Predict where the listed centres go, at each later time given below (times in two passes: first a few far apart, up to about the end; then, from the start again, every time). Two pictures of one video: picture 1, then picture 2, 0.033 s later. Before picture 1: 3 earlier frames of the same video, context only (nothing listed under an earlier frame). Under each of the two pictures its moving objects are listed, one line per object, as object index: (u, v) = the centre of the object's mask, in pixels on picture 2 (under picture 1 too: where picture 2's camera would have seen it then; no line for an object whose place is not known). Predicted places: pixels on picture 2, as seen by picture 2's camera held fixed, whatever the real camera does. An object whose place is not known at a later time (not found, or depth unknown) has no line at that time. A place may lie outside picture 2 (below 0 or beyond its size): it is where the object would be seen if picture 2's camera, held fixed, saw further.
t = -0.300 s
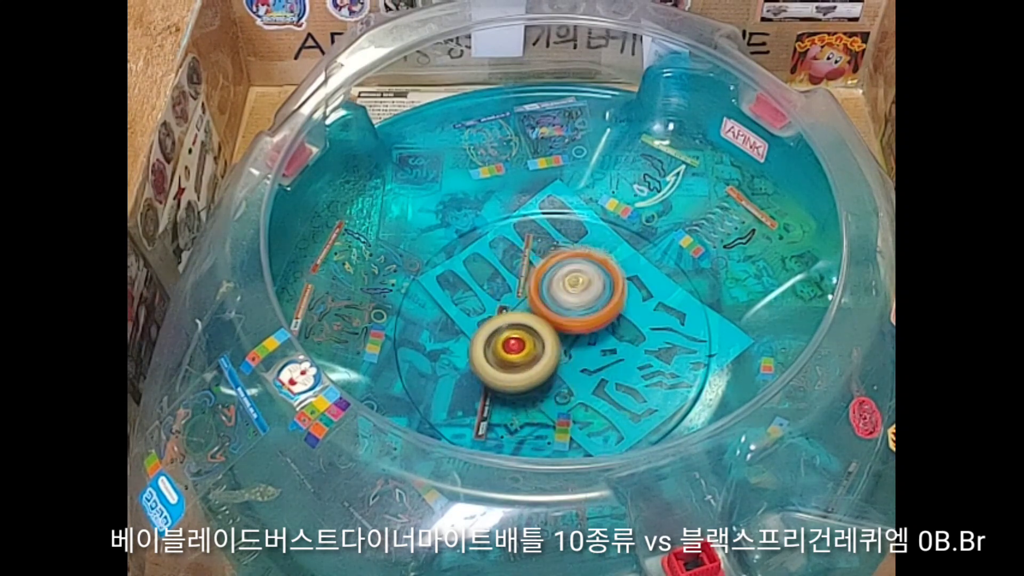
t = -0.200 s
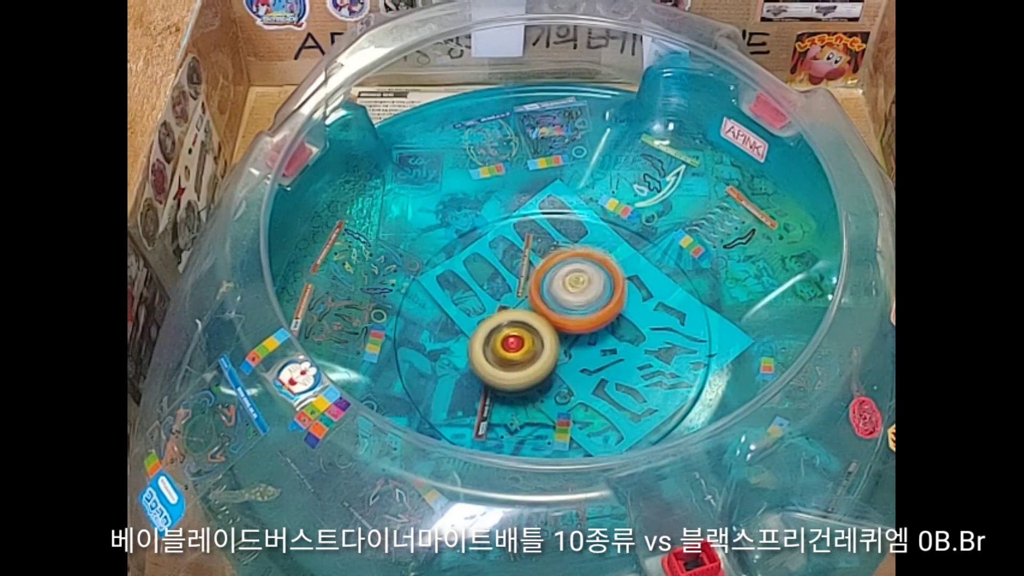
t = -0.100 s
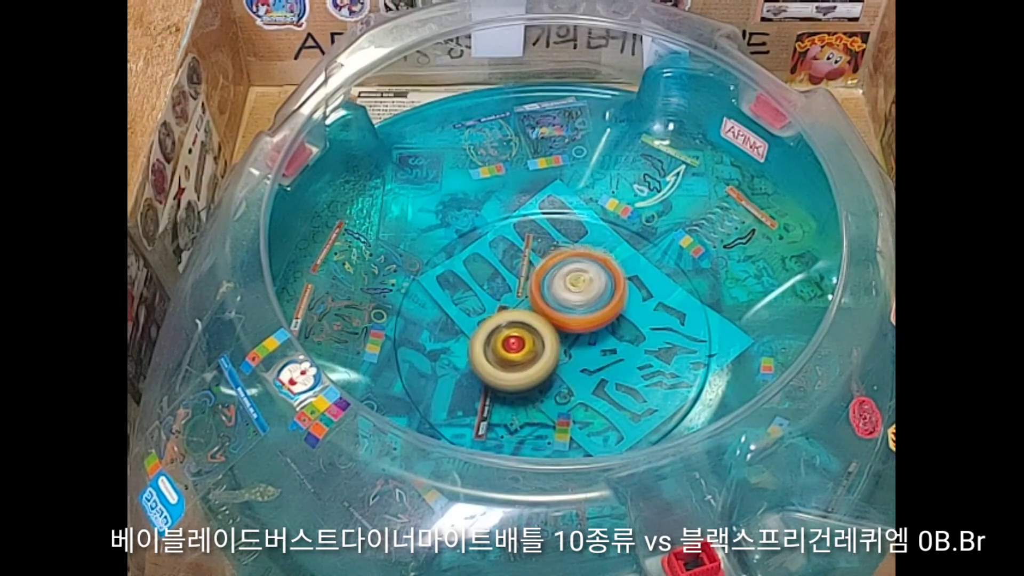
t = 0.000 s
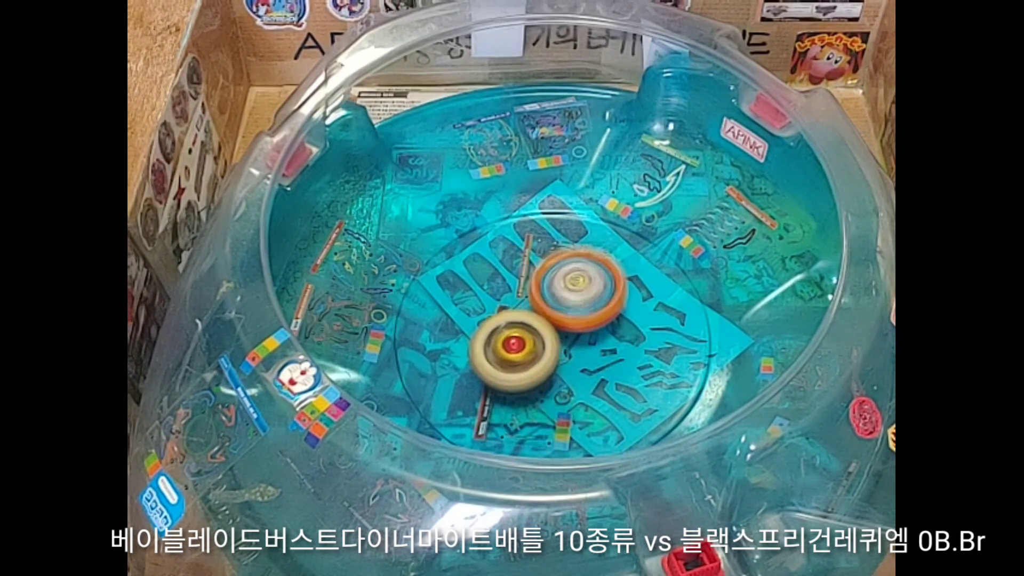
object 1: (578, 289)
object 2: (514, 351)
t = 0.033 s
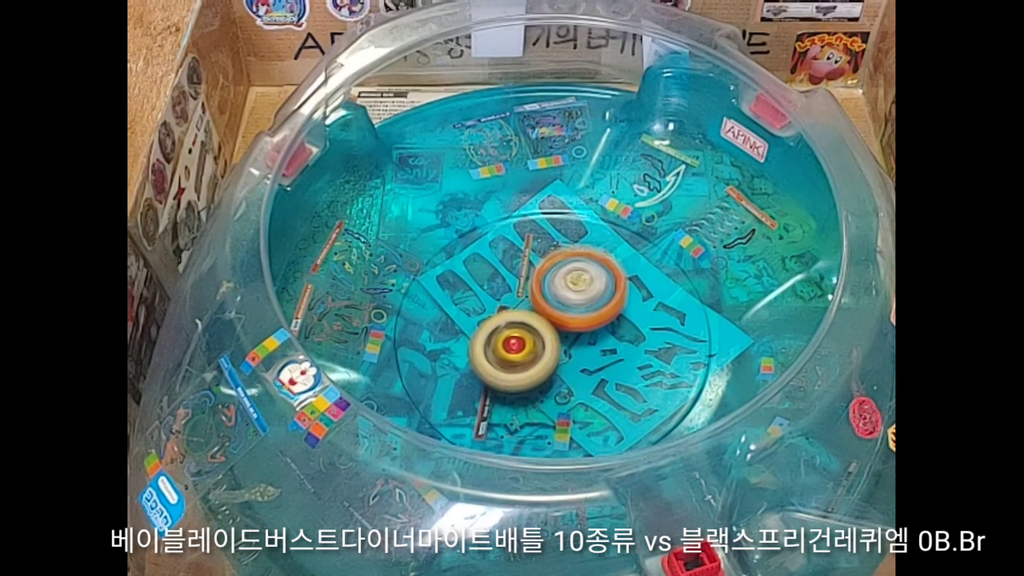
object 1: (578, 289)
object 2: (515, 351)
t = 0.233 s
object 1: (577, 288)
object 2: (515, 351)
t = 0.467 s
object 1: (567, 287)
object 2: (517, 353)
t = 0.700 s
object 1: (556, 283)
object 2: (518, 354)
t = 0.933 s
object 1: (550, 279)
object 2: (521, 352)
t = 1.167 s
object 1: (549, 271)
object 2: (522, 348)
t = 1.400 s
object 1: (550, 270)
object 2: (517, 343)
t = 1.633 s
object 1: (555, 272)
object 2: (525, 345)
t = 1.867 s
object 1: (562, 273)
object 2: (523, 347)
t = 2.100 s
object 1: (565, 278)
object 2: (518, 354)
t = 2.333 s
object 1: (569, 287)
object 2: (519, 353)
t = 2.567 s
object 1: (569, 295)
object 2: (511, 356)
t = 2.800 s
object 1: (569, 300)
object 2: (498, 360)
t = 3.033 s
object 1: (569, 301)
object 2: (497, 364)
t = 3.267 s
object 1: (570, 299)
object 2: (502, 357)
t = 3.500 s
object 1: (569, 297)
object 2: (500, 353)
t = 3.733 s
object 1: (570, 293)
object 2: (503, 353)
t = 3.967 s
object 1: (579, 284)
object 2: (490, 367)
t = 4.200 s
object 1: (577, 279)
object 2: (511, 351)
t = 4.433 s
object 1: (577, 276)
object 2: (527, 342)
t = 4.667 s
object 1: (575, 279)
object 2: (520, 352)
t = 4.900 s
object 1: (573, 280)
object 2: (518, 349)
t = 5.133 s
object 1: (566, 284)
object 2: (514, 361)
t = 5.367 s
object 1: (557, 284)
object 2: (509, 355)
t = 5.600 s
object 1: (550, 285)
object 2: (505, 353)
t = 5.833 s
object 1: (545, 283)
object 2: (510, 353)
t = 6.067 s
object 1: (544, 282)
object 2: (506, 367)
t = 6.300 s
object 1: (546, 281)
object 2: (505, 362)
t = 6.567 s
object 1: (549, 284)
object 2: (518, 357)
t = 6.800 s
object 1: (553, 287)
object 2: (523, 359)
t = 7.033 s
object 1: (555, 287)
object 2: (518, 359)
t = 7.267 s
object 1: (557, 289)
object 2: (521, 359)
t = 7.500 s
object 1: (561, 291)
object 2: (521, 360)
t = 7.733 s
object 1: (561, 292)
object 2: (521, 367)
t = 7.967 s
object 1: (562, 293)
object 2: (517, 365)
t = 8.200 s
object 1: (561, 294)
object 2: (515, 362)
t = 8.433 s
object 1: (562, 294)
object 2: (518, 365)
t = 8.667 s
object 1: (561, 293)
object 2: (515, 362)
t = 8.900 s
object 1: (561, 293)
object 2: (515, 360)
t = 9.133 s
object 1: (560, 293)
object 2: (512, 360)
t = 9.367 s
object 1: (559, 295)
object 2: (507, 359)
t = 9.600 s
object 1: (559, 296)
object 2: (504, 359)
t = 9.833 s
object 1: (559, 298)
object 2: (505, 361)
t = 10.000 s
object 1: (562, 296)
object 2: (506, 369)
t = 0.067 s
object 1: (578, 289)
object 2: (515, 351)
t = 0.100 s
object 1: (577, 289)
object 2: (515, 351)
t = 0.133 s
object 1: (578, 288)
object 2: (515, 351)
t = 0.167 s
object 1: (577, 289)
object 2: (515, 351)
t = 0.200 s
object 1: (577, 288)
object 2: (515, 351)
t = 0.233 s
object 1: (577, 288)
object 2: (515, 351)
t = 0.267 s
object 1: (576, 289)
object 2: (515, 351)
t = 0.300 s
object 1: (577, 288)
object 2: (516, 351)
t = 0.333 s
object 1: (575, 288)
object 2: (516, 351)
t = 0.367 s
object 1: (572, 287)
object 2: (516, 351)
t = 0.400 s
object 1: (570, 287)
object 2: (516, 351)
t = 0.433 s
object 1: (568, 287)
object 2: (516, 352)
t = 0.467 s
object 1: (567, 287)
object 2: (517, 353)
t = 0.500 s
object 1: (566, 286)
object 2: (518, 353)
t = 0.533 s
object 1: (564, 286)
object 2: (517, 354)
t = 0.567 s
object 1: (562, 285)
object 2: (517, 353)
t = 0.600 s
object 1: (561, 285)
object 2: (517, 353)
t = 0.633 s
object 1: (560, 284)
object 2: (517, 353)
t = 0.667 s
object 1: (559, 283)
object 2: (517, 354)
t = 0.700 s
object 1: (556, 283)
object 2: (518, 354)
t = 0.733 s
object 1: (555, 283)
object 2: (518, 354)
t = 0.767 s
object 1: (555, 282)
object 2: (519, 354)
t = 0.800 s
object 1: (553, 282)
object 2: (519, 354)
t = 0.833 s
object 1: (552, 281)
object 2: (519, 354)
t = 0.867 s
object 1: (551, 280)
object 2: (520, 354)
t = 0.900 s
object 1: (550, 280)
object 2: (520, 352)
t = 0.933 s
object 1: (550, 279)
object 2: (521, 352)
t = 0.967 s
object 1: (550, 277)
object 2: (522, 352)
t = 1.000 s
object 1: (550, 277)
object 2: (523, 351)
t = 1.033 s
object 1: (549, 275)
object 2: (523, 350)
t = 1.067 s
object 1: (550, 275)
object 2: (523, 348)
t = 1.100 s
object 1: (550, 273)
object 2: (521, 348)
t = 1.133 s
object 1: (549, 271)
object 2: (522, 349)
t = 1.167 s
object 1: (549, 271)
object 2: (522, 348)
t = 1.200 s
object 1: (549, 271)
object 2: (521, 347)
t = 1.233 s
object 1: (549, 270)
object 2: (520, 346)
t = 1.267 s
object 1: (549, 270)
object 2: (519, 345)
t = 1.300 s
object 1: (549, 270)
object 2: (518, 345)
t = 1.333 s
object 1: (549, 270)
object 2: (517, 344)
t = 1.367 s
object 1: (550, 270)
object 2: (517, 344)
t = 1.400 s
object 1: (550, 270)
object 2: (517, 343)
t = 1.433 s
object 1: (551, 272)
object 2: (518, 344)
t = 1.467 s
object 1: (551, 272)
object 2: (519, 344)
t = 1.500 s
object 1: (552, 272)
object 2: (521, 344)
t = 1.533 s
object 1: (553, 272)
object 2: (523, 345)
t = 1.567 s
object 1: (555, 272)
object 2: (524, 345)
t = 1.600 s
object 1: (555, 272)
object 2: (524, 345)
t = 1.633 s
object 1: (555, 272)
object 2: (525, 345)
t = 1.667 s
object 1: (556, 272)
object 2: (525, 345)
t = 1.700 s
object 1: (557, 272)
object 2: (526, 345)
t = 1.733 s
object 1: (560, 271)
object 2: (524, 349)
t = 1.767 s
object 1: (560, 272)
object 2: (522, 349)
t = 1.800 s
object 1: (561, 272)
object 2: (521, 349)
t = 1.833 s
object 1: (562, 273)
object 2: (521, 348)
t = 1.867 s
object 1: (562, 273)
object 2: (523, 347)
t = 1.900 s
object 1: (563, 274)
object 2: (525, 346)
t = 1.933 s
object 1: (563, 274)
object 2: (526, 346)
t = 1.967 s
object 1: (563, 274)
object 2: (524, 351)
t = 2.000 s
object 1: (563, 275)
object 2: (521, 353)
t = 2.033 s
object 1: (564, 276)
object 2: (519, 354)
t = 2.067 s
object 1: (564, 277)
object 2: (518, 355)
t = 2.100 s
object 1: (565, 278)
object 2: (518, 354)
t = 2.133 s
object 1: (567, 281)
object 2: (518, 353)
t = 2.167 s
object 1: (568, 282)
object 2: (519, 351)
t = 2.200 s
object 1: (568, 282)
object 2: (519, 349)
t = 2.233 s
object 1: (569, 283)
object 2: (518, 349)
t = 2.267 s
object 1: (569, 284)
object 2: (518, 349)
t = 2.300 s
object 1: (569, 286)
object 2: (517, 352)
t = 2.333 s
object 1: (569, 287)
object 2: (519, 353)
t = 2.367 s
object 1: (569, 288)
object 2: (519, 354)
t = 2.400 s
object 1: (569, 289)
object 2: (519, 354)
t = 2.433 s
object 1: (570, 290)
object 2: (518, 355)
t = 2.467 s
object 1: (570, 292)
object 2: (517, 356)
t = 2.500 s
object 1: (570, 292)
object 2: (515, 357)
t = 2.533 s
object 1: (570, 294)
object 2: (513, 357)
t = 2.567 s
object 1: (569, 295)
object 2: (511, 356)
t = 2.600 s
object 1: (570, 296)
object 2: (511, 356)
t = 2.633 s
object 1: (569, 297)
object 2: (510, 356)
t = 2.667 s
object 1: (570, 297)
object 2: (507, 359)
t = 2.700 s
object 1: (570, 298)
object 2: (501, 360)
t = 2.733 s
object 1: (570, 299)
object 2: (498, 360)
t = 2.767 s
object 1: (569, 299)
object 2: (497, 360)
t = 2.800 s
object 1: (569, 300)
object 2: (498, 360)
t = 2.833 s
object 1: (568, 300)
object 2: (501, 359)
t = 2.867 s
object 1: (569, 300)
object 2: (504, 357)
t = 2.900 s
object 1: (569, 300)
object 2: (505, 358)
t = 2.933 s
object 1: (571, 300)
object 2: (501, 362)
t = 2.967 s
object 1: (570, 300)
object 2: (498, 364)
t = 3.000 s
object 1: (570, 300)
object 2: (497, 365)
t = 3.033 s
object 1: (569, 301)
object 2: (497, 364)
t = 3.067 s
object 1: (569, 301)
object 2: (499, 362)
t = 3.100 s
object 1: (568, 301)
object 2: (502, 360)
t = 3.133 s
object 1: (569, 301)
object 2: (503, 357)
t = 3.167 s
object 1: (572, 299)
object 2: (501, 359)
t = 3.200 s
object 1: (571, 300)
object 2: (500, 360)
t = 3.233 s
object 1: (570, 299)
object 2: (501, 359)
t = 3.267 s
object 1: (570, 299)
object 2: (502, 357)
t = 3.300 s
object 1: (569, 300)
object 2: (503, 354)
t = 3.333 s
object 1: (569, 298)
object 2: (501, 353)
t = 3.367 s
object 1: (571, 296)
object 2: (500, 355)
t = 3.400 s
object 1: (570, 297)
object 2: (502, 356)
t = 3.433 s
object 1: (570, 296)
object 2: (501, 356)
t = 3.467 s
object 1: (570, 296)
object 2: (501, 355)
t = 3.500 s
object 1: (569, 297)
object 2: (500, 353)
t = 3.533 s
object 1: (569, 296)
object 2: (499, 353)
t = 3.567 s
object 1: (569, 296)
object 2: (499, 352)
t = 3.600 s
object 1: (568, 296)
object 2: (499, 352)
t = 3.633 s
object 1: (569, 295)
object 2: (500, 351)
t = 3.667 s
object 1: (569, 297)
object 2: (502, 351)
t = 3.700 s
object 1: (568, 295)
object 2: (504, 352)
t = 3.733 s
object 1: (570, 293)
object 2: (503, 353)
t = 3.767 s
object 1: (570, 294)
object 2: (504, 353)
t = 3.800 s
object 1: (569, 293)
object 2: (505, 353)
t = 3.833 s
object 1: (571, 293)
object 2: (509, 352)
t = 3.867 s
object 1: (571, 292)
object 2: (513, 352)
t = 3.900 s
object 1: (575, 288)
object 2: (509, 358)
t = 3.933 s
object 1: (579, 285)
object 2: (498, 366)
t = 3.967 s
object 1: (579, 284)
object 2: (490, 367)
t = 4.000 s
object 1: (579, 282)
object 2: (487, 368)
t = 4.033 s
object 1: (578, 280)
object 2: (488, 368)
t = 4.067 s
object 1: (578, 280)
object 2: (489, 367)
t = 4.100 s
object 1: (578, 280)
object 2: (493, 365)
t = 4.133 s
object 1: (578, 280)
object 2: (499, 362)
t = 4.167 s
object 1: (577, 280)
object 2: (504, 357)
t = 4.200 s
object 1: (577, 279)
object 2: (511, 351)
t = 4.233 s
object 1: (577, 279)
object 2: (519, 344)
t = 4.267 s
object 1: (578, 277)
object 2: (525, 340)
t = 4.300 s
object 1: (579, 276)
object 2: (527, 342)
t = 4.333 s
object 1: (577, 274)
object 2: (527, 341)
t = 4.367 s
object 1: (578, 275)
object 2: (526, 341)
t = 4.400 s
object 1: (577, 275)
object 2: (526, 341)
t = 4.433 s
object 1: (577, 276)
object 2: (527, 342)
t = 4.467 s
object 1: (578, 277)
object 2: (526, 344)
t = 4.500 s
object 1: (578, 276)
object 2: (518, 351)
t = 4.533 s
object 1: (577, 276)
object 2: (518, 354)
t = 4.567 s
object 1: (577, 277)
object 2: (520, 353)
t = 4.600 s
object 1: (576, 277)
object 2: (521, 352)
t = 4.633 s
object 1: (575, 278)
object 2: (521, 352)
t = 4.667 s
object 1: (575, 279)
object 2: (520, 352)
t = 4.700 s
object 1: (574, 280)
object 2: (520, 351)
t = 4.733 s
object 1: (574, 280)
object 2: (519, 350)
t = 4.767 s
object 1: (573, 280)
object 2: (519, 349)
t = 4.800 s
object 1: (572, 279)
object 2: (519, 349)
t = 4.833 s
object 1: (572, 280)
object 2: (519, 348)
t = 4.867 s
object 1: (573, 279)
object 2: (518, 349)
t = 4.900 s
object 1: (573, 280)
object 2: (518, 349)
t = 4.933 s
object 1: (570, 281)
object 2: (518, 348)
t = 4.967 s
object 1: (569, 281)
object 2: (519, 348)
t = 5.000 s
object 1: (567, 283)
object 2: (519, 348)
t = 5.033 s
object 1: (566, 283)
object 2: (521, 351)
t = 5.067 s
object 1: (566, 283)
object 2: (523, 353)
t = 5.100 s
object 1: (567, 282)
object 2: (518, 358)
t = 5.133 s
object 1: (566, 284)
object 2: (514, 361)
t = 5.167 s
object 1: (564, 284)
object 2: (511, 362)
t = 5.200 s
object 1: (564, 283)
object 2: (512, 362)
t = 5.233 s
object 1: (562, 284)
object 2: (513, 361)
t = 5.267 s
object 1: (561, 284)
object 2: (513, 360)
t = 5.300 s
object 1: (561, 284)
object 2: (512, 357)
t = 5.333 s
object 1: (558, 285)
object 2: (510, 355)
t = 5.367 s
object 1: (557, 284)
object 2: (509, 355)
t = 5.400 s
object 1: (556, 285)
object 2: (509, 354)
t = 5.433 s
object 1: (555, 285)
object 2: (509, 353)
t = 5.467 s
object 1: (554, 284)
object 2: (508, 353)
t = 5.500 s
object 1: (553, 285)
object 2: (507, 353)
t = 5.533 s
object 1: (551, 285)
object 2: (507, 352)
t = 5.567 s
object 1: (551, 285)
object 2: (506, 352)
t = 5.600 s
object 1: (550, 285)
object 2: (505, 353)
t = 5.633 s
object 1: (550, 285)
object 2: (507, 354)
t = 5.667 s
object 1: (548, 285)
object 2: (506, 353)
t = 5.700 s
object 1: (548, 284)
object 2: (507, 355)
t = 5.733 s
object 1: (547, 284)
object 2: (509, 353)
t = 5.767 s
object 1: (546, 283)
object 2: (507, 355)
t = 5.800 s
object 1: (546, 283)
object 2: (510, 355)
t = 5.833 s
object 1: (545, 283)
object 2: (510, 353)
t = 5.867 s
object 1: (545, 282)
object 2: (510, 355)
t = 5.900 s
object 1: (544, 283)
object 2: (510, 354)
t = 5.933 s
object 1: (543, 282)
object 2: (510, 355)
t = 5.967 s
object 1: (543, 283)
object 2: (510, 357)
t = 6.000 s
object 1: (543, 282)
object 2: (508, 363)
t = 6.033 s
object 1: (542, 283)
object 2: (506, 366)
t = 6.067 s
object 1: (544, 282)
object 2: (506, 367)
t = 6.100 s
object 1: (545, 282)
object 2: (507, 365)
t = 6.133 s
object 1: (544, 280)
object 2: (505, 364)
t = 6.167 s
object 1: (546, 280)
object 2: (504, 364)
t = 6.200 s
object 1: (546, 280)
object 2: (504, 364)
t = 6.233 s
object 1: (546, 280)
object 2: (504, 364)
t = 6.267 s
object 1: (546, 281)
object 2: (504, 363)
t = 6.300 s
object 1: (546, 281)
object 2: (505, 362)
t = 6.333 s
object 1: (547, 282)
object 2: (506, 361)
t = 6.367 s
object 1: (547, 283)
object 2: (508, 359)
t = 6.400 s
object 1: (548, 283)
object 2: (511, 357)
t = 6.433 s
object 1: (548, 283)
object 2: (514, 355)
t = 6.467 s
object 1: (549, 283)
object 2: (515, 357)
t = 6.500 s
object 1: (548, 284)
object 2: (516, 356)
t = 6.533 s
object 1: (548, 284)
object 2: (516, 357)
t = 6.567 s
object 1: (549, 284)
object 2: (518, 357)
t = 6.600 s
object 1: (549, 285)
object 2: (519, 358)
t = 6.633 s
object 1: (550, 286)
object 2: (520, 359)
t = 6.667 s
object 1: (551, 286)
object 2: (523, 359)
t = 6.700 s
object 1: (552, 286)
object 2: (523, 359)
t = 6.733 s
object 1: (553, 287)
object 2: (525, 359)
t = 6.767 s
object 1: (553, 287)
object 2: (523, 359)
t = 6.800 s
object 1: (553, 287)
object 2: (523, 359)
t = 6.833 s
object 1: (554, 287)
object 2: (521, 359)
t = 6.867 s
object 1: (554, 288)
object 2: (520, 359)
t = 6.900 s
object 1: (554, 288)
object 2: (520, 359)
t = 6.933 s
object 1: (555, 287)
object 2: (519, 359)
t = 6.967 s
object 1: (555, 288)
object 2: (517, 359)
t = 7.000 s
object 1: (555, 288)
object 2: (517, 360)
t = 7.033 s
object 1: (555, 287)
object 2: (518, 359)
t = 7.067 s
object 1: (555, 288)
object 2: (517, 359)
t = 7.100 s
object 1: (555, 287)
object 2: (517, 359)
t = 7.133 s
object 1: (556, 287)
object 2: (518, 359)
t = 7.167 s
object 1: (557, 288)
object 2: (519, 361)
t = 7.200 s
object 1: (556, 289)
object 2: (519, 361)
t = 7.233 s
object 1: (557, 288)
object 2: (520, 361)
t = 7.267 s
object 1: (557, 289)
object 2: (521, 359)
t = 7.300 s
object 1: (557, 289)
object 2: (520, 360)
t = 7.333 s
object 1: (558, 290)
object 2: (521, 361)
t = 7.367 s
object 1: (558, 290)
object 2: (520, 361)
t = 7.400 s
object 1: (558, 290)
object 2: (522, 361)
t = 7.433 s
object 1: (559, 290)
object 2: (521, 360)
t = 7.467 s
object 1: (562, 290)
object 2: (520, 361)
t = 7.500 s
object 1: (561, 291)
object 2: (521, 360)
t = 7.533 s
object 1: (561, 290)
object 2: (522, 360)
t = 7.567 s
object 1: (562, 292)
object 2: (522, 362)
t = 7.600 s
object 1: (562, 291)
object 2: (524, 363)
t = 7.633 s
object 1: (562, 291)
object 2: (524, 363)
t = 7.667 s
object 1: (563, 292)
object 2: (523, 365)
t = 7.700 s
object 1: (562, 293)
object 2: (520, 367)
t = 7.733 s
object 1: (561, 292)
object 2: (521, 367)
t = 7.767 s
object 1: (562, 292)
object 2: (521, 365)
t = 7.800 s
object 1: (562, 293)
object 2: (520, 364)
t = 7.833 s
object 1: (561, 293)
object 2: (517, 363)
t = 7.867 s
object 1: (561, 293)
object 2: (516, 363)
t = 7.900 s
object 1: (561, 294)
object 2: (517, 362)
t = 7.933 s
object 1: (561, 293)
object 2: (515, 365)
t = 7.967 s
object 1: (562, 293)
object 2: (517, 365)
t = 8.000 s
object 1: (561, 294)
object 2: (517, 362)
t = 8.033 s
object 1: (561, 293)
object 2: (517, 362)
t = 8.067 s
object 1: (561, 294)
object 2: (517, 362)
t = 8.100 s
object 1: (561, 294)
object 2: (515, 362)
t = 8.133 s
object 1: (560, 293)
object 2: (516, 362)
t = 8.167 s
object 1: (561, 294)
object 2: (516, 362)
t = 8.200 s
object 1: (561, 294)
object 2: (515, 362)
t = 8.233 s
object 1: (560, 294)
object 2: (516, 362)
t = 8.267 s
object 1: (561, 294)
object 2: (517, 363)
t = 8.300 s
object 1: (560, 294)
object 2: (517, 362)
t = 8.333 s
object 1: (560, 294)
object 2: (517, 363)
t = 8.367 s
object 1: (562, 294)
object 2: (520, 362)
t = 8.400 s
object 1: (562, 294)
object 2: (520, 364)
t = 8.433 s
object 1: (562, 294)
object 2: (518, 365)
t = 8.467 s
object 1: (562, 294)
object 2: (520, 365)
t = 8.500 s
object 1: (561, 295)
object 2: (518, 366)
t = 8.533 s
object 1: (561, 294)
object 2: (518, 365)
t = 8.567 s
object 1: (562, 293)
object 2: (518, 363)
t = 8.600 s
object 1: (561, 294)
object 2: (515, 363)
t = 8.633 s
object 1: (560, 293)
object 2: (514, 363)
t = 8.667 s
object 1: (561, 293)
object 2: (515, 362)
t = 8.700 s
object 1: (560, 294)
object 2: (513, 362)
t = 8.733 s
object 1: (560, 293)
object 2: (513, 362)
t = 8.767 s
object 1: (561, 293)
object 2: (515, 360)
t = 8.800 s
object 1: (561, 293)
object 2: (514, 361)
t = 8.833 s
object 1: (561, 293)
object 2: (514, 361)
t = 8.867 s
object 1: (561, 292)
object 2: (515, 360)
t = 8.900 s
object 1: (561, 293)
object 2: (515, 360)
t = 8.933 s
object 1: (561, 293)
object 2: (516, 359)
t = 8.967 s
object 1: (560, 292)
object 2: (516, 360)
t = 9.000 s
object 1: (561, 292)
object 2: (516, 364)
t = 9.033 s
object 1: (561, 294)
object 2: (512, 363)
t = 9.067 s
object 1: (559, 293)
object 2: (512, 363)
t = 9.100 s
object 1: (560, 292)
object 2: (512, 362)
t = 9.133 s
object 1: (560, 293)
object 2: (512, 360)
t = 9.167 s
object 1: (560, 293)
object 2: (509, 360)
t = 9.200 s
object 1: (560, 293)
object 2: (509, 360)
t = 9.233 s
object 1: (559, 295)
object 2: (510, 359)
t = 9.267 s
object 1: (560, 294)
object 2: (509, 359)
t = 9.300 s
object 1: (560, 294)
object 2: (507, 358)
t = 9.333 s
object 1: (561, 295)
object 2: (507, 359)
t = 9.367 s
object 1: (559, 295)
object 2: (507, 359)
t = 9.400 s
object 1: (560, 295)
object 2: (507, 358)
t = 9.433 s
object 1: (559, 295)
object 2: (505, 359)
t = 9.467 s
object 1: (560, 296)
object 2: (504, 359)
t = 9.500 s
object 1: (560, 296)
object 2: (505, 358)
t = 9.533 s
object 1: (559, 296)
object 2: (504, 359)
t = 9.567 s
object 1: (559, 296)
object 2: (503, 358)
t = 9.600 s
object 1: (559, 296)
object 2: (504, 359)
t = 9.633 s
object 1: (559, 297)
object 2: (504, 358)
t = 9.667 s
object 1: (559, 297)
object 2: (503, 358)
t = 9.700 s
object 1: (559, 297)
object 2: (503, 359)
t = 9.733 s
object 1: (560, 297)
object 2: (504, 359)
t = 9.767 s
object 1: (559, 298)
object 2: (504, 358)
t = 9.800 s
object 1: (559, 298)
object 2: (505, 359)
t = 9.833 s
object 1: (559, 298)
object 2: (505, 361)
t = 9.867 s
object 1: (560, 298)
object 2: (507, 360)
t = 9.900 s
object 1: (559, 298)
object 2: (507, 360)
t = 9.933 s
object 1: (559, 298)
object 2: (508, 361)
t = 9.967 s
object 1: (560, 298)
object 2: (510, 362)
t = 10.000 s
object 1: (562, 296)
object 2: (506, 369)
